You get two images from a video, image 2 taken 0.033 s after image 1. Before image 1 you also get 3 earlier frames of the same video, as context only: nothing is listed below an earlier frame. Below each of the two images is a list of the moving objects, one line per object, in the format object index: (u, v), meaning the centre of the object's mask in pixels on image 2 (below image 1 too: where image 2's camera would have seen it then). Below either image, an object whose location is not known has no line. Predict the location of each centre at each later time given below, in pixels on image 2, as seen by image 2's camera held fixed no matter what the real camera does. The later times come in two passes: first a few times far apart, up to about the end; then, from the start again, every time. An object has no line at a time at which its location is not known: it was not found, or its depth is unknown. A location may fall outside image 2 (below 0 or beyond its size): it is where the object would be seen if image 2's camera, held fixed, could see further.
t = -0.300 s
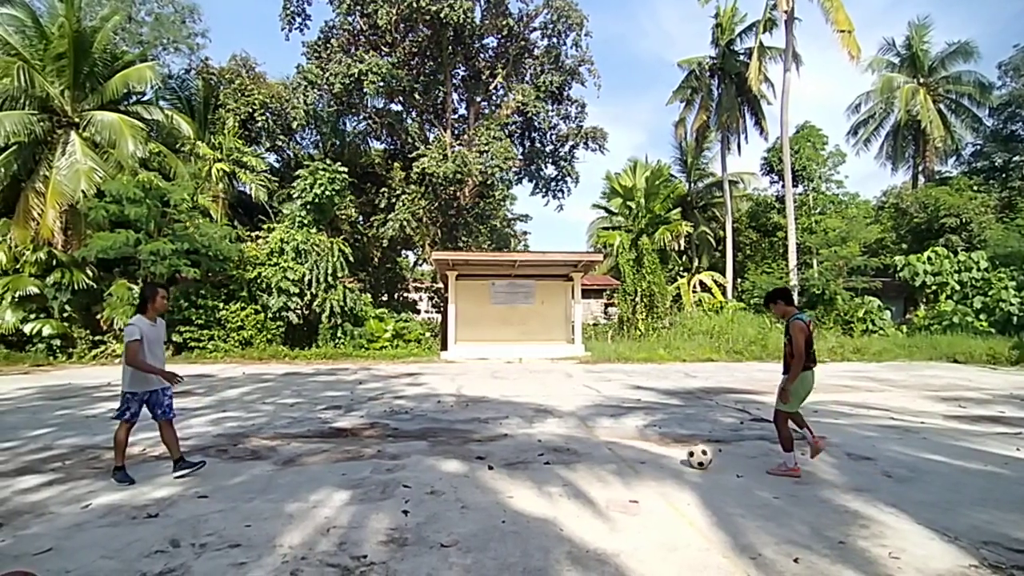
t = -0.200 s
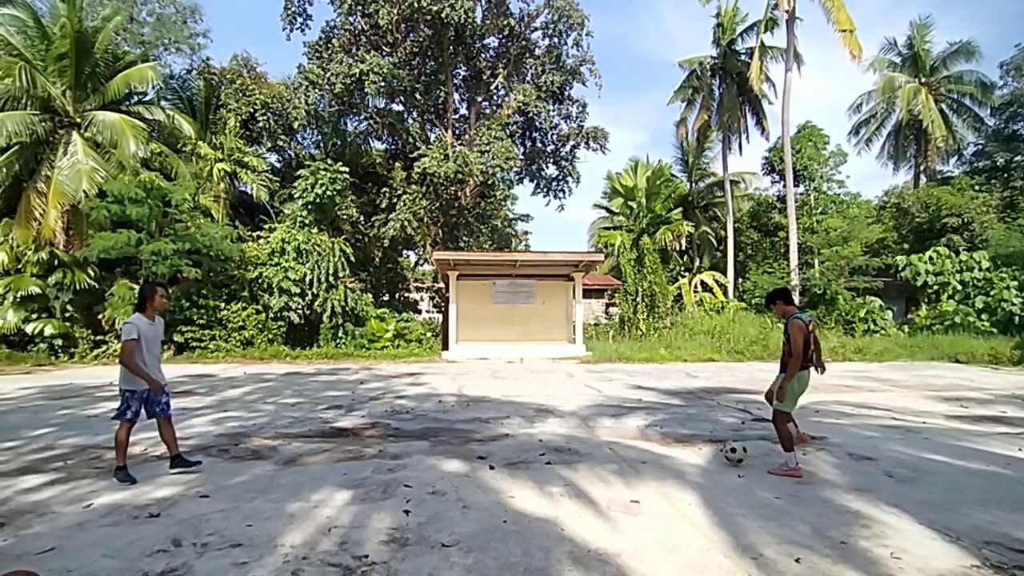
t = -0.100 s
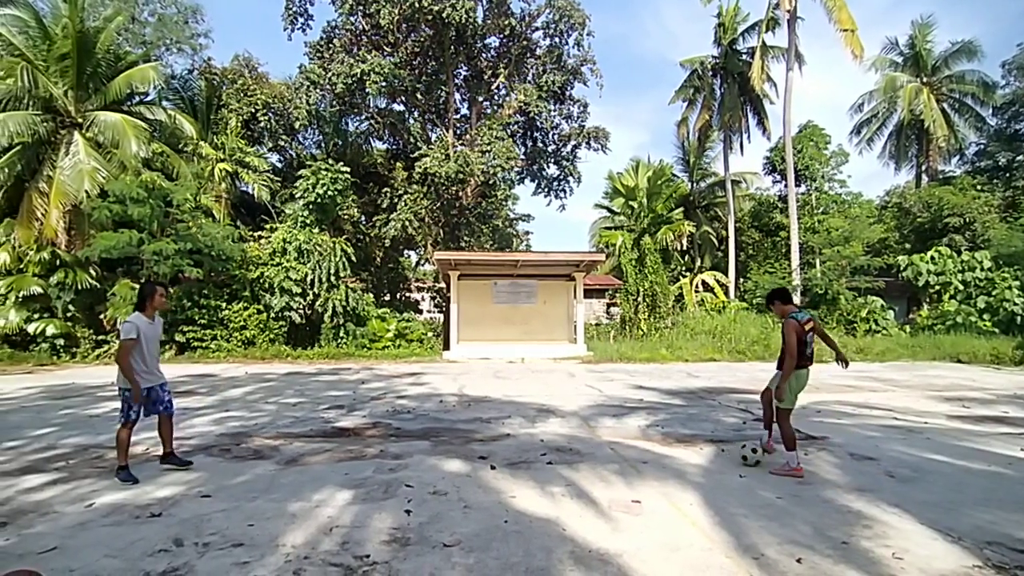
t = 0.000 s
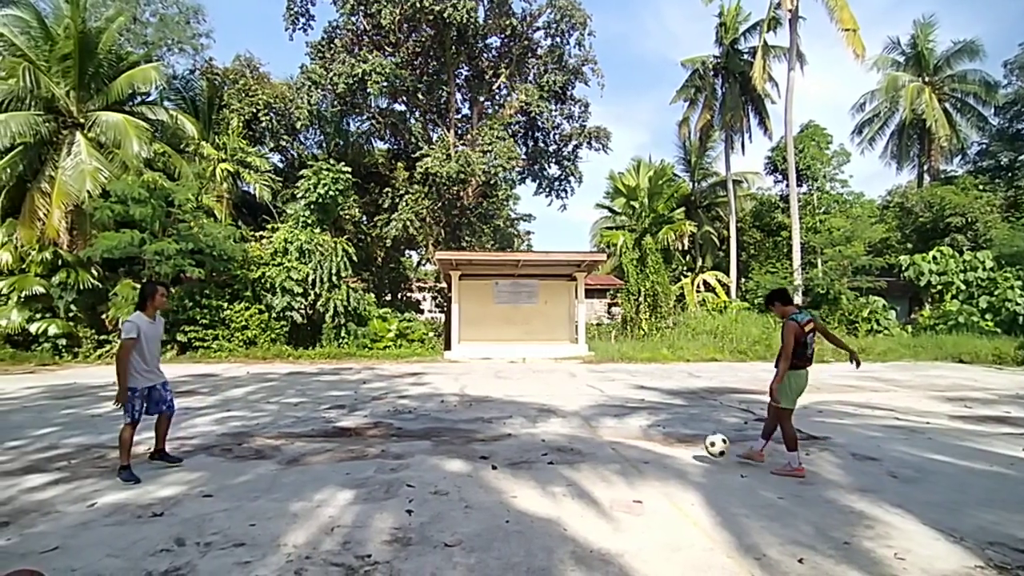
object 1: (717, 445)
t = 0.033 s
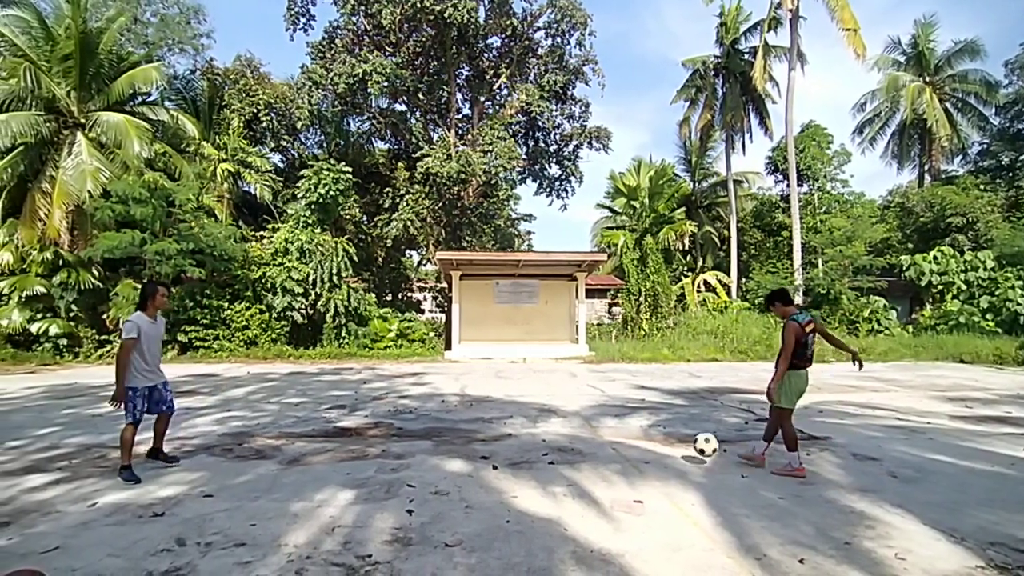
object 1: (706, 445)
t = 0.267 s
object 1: (622, 454)
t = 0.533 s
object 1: (533, 461)
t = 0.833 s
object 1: (426, 466)
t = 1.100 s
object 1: (332, 468)
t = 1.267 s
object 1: (274, 470)
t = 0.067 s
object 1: (694, 445)
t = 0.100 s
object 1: (681, 447)
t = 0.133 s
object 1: (669, 450)
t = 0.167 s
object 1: (657, 455)
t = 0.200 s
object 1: (644, 459)
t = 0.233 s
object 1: (634, 456)
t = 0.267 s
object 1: (622, 454)
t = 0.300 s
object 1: (611, 453)
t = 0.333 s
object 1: (601, 453)
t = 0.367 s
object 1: (589, 454)
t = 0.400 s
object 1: (577, 458)
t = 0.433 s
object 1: (566, 461)
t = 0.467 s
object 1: (555, 461)
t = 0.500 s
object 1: (544, 460)
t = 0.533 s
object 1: (533, 461)
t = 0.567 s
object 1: (520, 462)
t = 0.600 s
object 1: (508, 464)
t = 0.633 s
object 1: (496, 464)
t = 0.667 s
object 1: (485, 464)
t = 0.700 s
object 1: (473, 464)
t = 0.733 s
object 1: (461, 464)
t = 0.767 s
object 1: (449, 463)
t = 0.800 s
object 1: (437, 465)
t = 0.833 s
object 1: (426, 466)
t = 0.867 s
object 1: (414, 465)
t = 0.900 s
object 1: (402, 465)
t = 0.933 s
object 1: (391, 465)
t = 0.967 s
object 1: (379, 467)
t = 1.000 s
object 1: (367, 467)
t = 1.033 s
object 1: (356, 465)
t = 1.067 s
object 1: (344, 466)
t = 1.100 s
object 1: (332, 468)
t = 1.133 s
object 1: (320, 469)
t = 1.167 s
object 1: (309, 468)
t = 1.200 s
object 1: (298, 469)
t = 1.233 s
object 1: (286, 469)
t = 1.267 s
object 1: (274, 470)
